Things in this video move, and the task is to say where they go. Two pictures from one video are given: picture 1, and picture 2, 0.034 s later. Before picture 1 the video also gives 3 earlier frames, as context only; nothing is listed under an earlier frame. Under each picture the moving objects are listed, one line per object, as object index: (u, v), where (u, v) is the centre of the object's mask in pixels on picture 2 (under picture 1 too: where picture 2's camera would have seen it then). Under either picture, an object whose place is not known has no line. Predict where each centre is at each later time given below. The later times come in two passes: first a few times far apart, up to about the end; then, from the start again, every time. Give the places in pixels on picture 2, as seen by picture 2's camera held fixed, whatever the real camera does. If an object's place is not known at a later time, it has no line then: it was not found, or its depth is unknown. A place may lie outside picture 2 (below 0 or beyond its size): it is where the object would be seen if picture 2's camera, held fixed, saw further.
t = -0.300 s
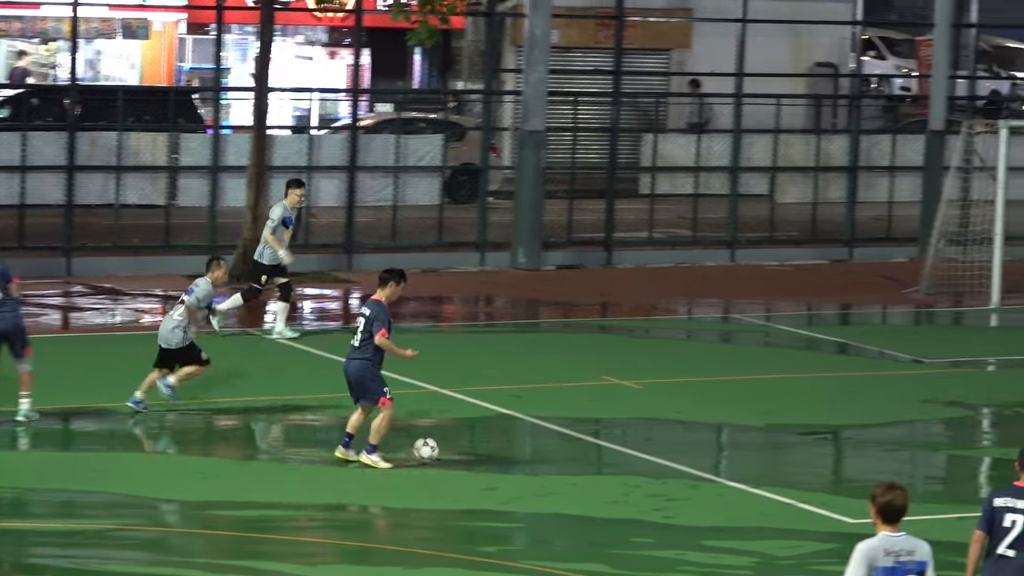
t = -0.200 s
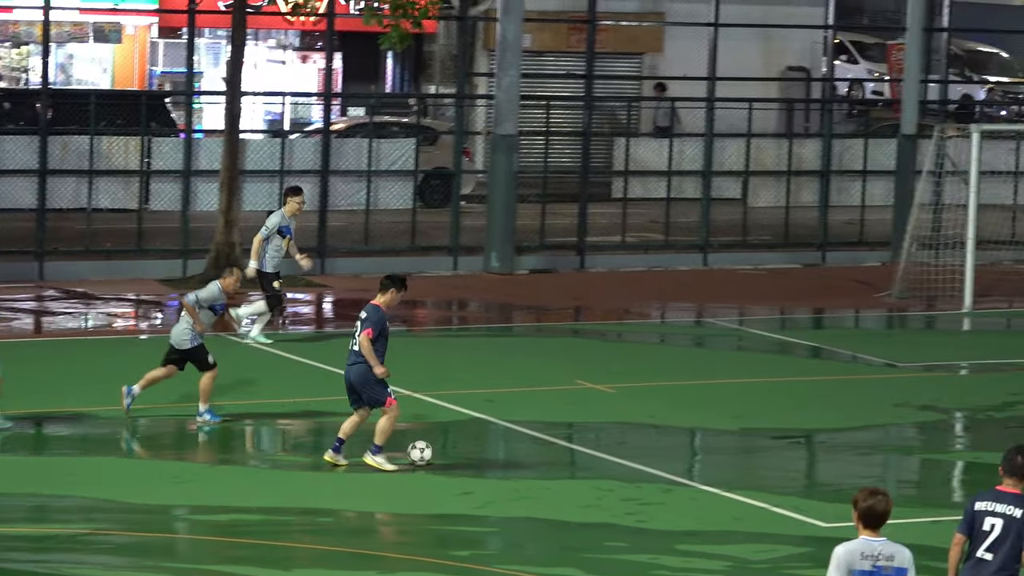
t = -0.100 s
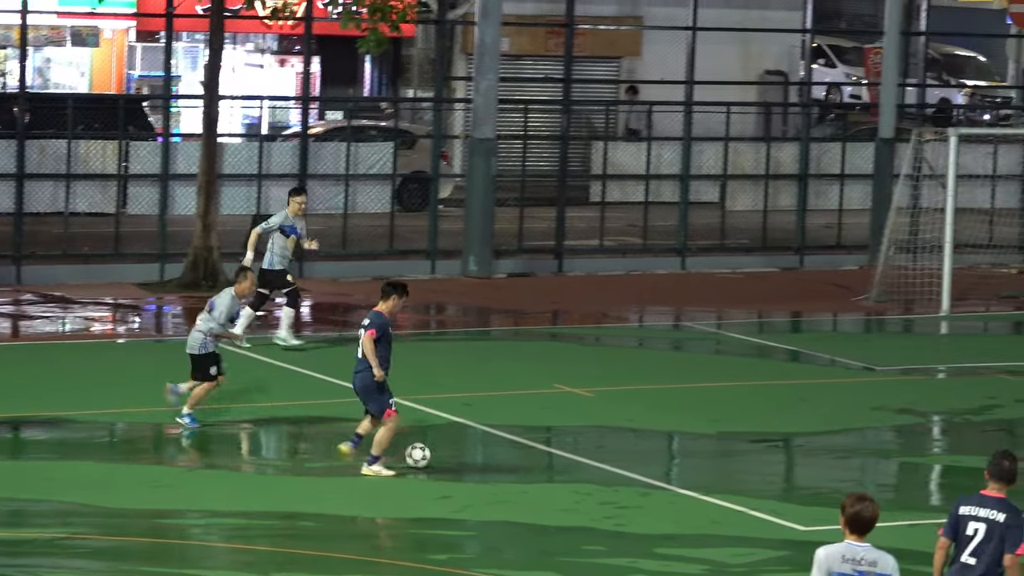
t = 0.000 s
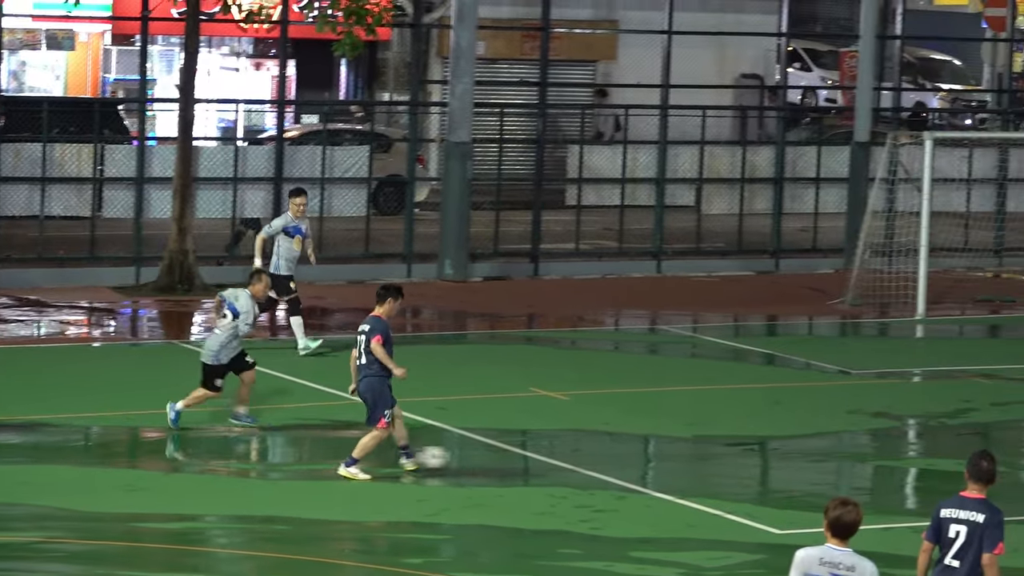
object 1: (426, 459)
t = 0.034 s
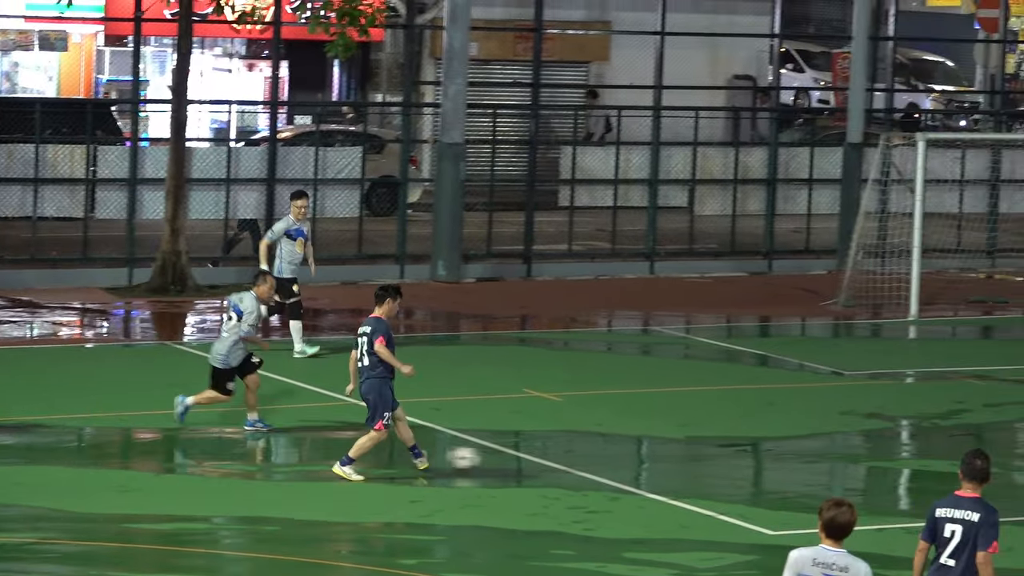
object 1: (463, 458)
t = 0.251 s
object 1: (691, 456)
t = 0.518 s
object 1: (923, 454)
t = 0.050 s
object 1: (482, 458)
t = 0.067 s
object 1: (500, 459)
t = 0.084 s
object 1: (519, 458)
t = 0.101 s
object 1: (537, 457)
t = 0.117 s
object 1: (555, 456)
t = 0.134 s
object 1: (573, 456)
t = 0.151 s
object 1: (590, 456)
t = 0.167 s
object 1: (607, 456)
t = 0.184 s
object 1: (624, 457)
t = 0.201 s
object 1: (641, 456)
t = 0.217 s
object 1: (657, 455)
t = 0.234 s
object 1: (674, 456)
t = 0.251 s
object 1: (691, 456)
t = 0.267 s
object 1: (707, 457)
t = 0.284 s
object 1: (722, 456)
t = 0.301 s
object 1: (738, 456)
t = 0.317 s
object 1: (753, 455)
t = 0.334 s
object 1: (768, 456)
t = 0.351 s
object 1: (784, 456)
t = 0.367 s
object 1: (798, 455)
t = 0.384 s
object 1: (813, 455)
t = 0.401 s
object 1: (827, 455)
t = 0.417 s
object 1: (842, 456)
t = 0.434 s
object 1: (856, 456)
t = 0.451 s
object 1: (870, 455)
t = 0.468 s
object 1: (883, 455)
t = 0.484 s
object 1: (897, 455)
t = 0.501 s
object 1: (911, 455)
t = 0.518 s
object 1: (923, 454)
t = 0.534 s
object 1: (936, 454)
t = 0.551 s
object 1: (948, 454)
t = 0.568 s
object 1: (961, 454)
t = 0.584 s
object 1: (973, 454)
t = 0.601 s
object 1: (985, 454)
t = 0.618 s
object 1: (996, 454)
